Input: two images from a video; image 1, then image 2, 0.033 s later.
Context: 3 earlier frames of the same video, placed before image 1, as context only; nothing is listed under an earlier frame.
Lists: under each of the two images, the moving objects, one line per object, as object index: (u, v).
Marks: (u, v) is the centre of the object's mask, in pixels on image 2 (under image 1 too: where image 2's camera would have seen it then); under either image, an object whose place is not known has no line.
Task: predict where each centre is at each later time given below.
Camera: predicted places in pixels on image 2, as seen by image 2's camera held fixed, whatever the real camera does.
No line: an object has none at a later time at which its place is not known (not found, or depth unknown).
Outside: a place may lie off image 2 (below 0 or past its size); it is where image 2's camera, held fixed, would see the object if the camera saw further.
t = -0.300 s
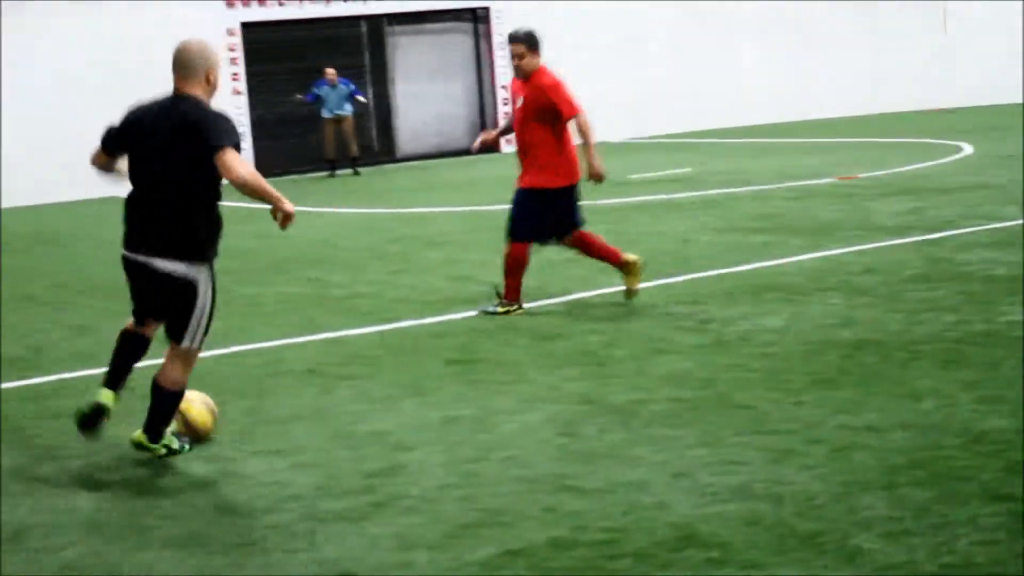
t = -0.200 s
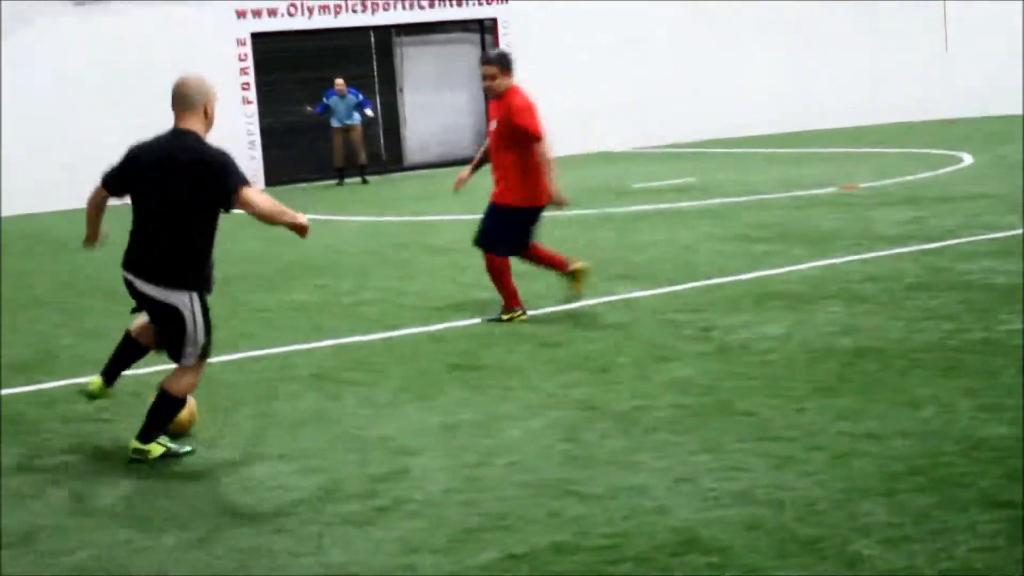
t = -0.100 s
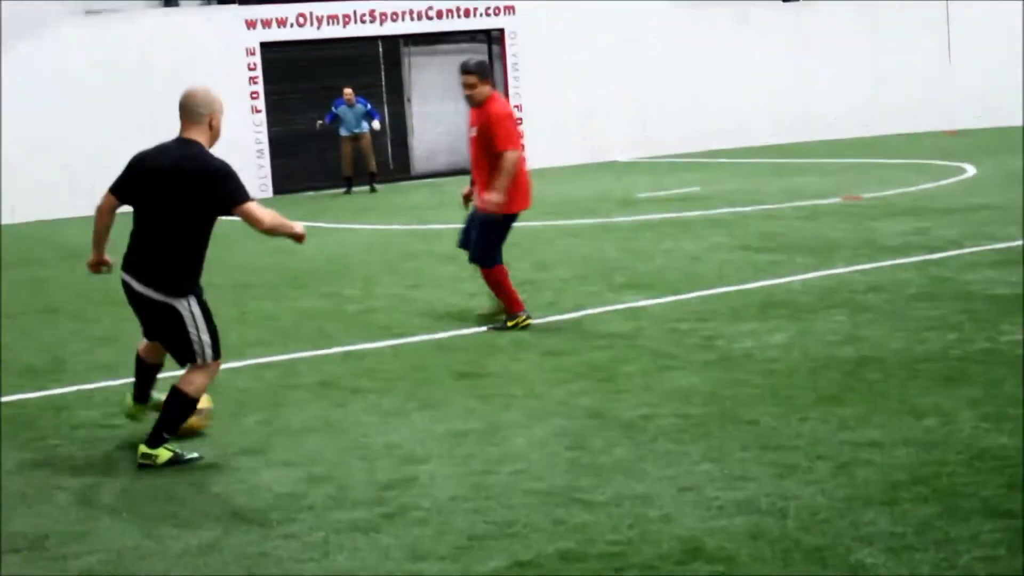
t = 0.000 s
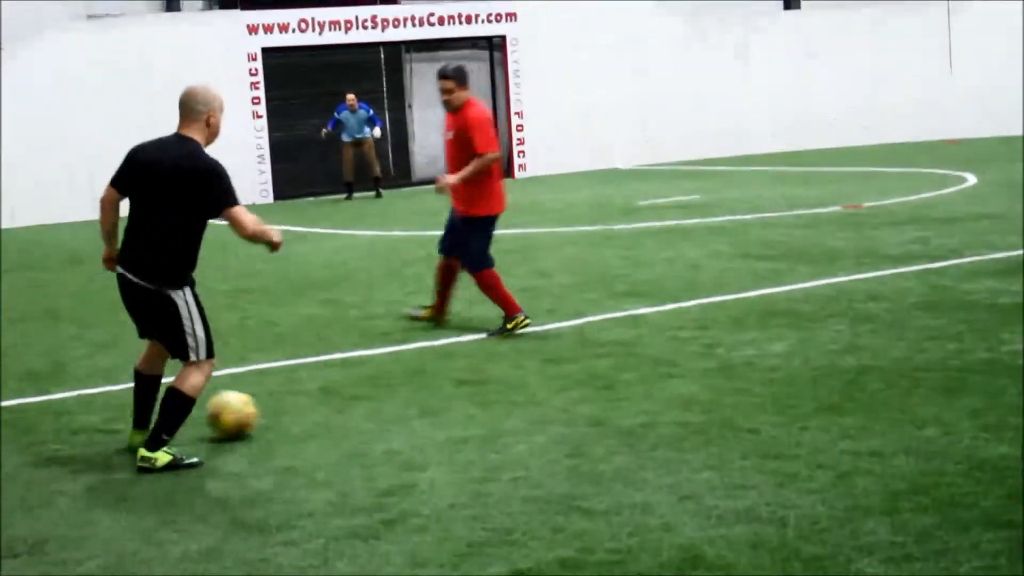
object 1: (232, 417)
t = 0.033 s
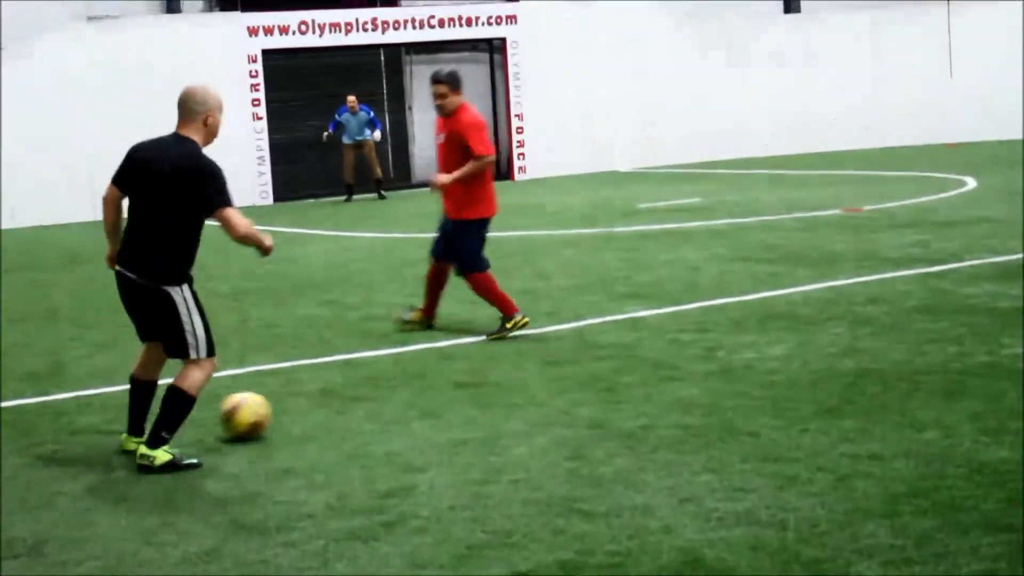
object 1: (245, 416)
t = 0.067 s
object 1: (257, 414)
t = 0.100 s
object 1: (270, 414)
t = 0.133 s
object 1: (281, 414)
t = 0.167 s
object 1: (290, 412)
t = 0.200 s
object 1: (300, 410)
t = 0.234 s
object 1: (308, 409)
